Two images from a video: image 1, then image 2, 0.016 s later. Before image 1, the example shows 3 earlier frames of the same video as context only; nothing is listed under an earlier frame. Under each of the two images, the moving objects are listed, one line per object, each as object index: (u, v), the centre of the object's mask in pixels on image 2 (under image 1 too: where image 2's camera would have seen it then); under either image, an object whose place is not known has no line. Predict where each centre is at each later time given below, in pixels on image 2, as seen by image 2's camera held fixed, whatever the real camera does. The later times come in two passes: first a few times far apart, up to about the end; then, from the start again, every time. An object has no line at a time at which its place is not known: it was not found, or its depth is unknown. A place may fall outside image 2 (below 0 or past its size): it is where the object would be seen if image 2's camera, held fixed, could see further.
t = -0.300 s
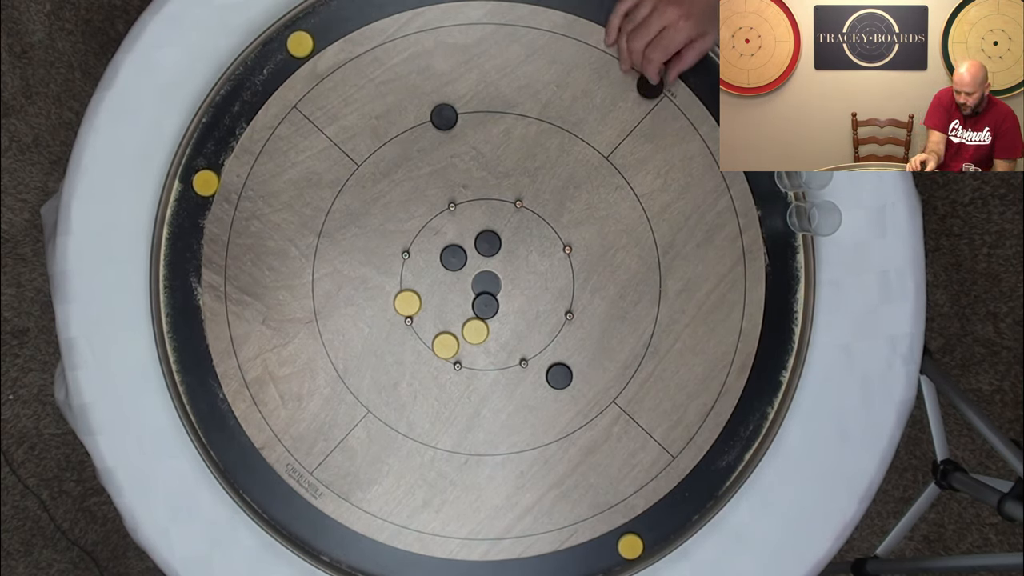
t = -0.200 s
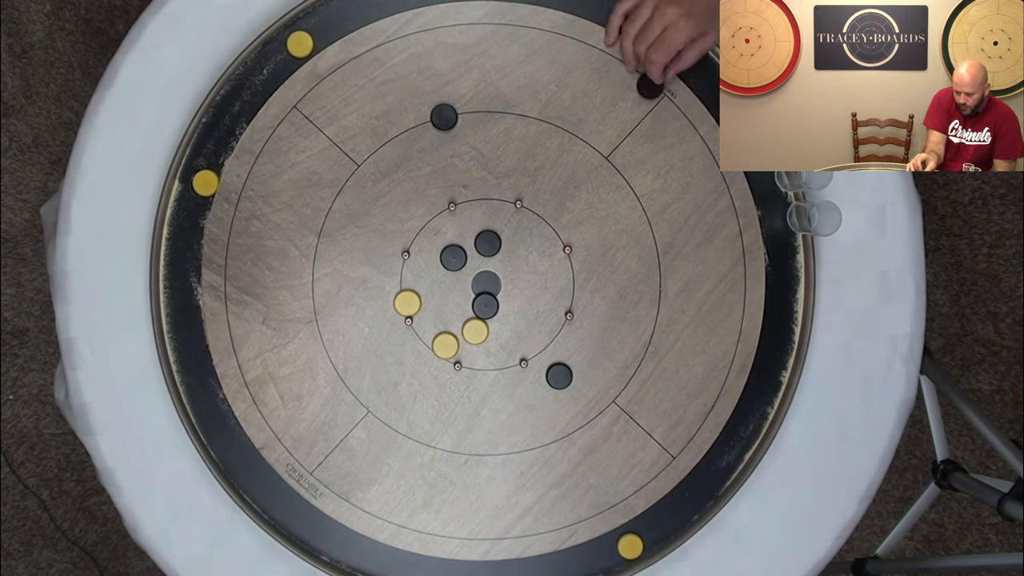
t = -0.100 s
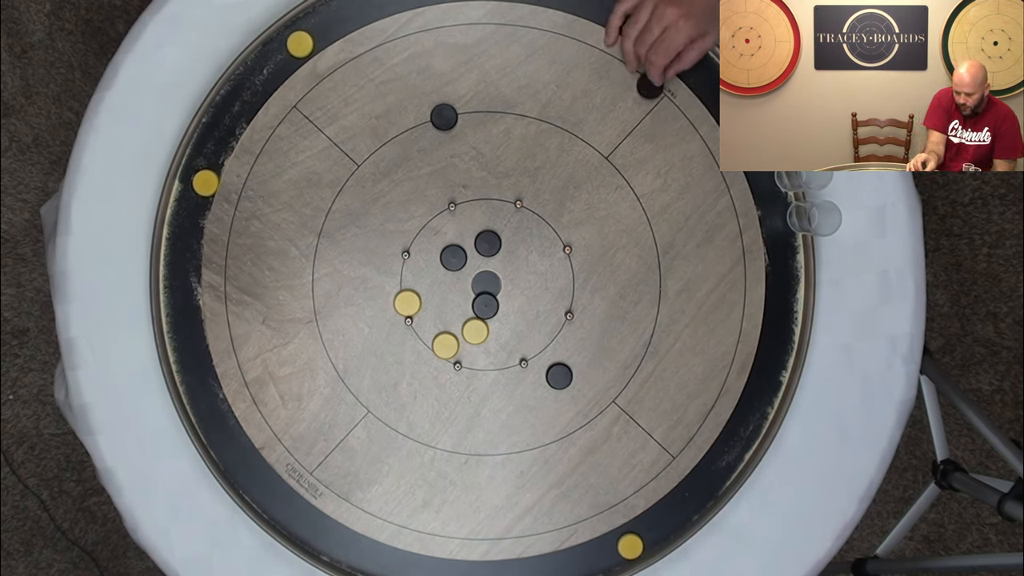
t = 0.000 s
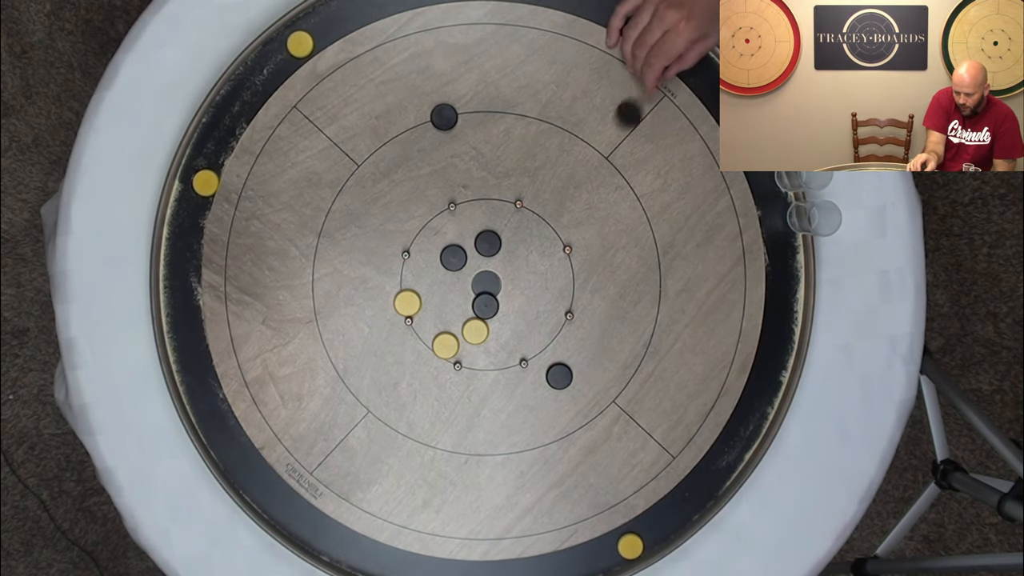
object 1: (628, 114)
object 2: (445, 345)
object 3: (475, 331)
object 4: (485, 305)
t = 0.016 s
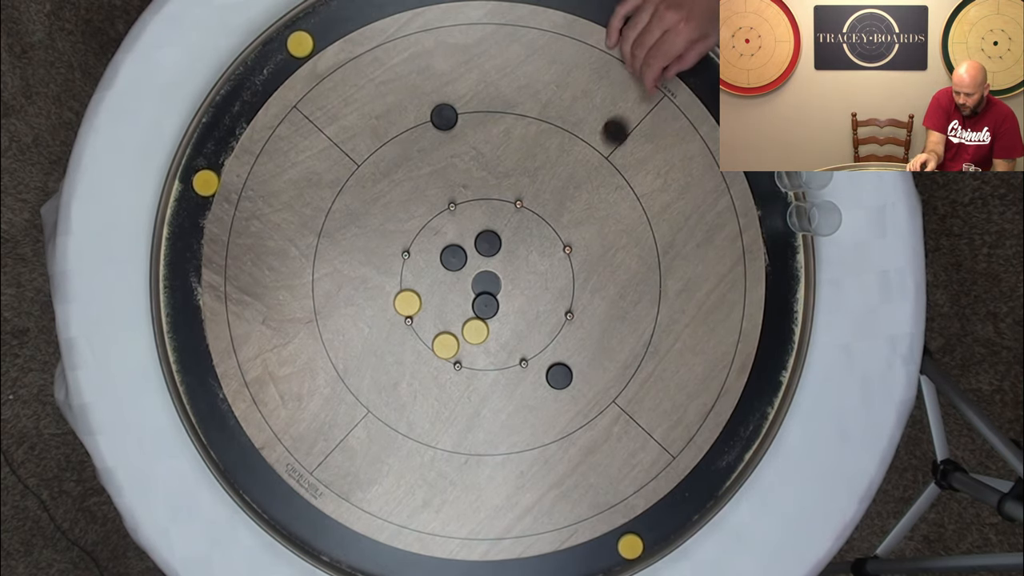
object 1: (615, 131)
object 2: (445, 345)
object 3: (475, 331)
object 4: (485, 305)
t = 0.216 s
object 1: (487, 284)
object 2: (424, 352)
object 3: (477, 367)
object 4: (478, 310)
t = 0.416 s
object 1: (486, 285)
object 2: (347, 378)
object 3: (496, 472)
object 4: (470, 315)
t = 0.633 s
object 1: (486, 285)
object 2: (301, 390)
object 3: (505, 533)
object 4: (470, 315)
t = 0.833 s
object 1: (486, 285)
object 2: (293, 391)
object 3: (506, 543)
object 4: (470, 315)
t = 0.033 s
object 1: (602, 148)
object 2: (445, 345)
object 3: (475, 331)
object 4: (485, 305)
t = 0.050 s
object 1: (588, 167)
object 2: (445, 345)
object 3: (475, 331)
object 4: (485, 305)
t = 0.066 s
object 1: (575, 184)
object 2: (445, 345)
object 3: (475, 331)
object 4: (485, 305)
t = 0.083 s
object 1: (562, 200)
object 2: (445, 345)
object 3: (475, 331)
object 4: (485, 305)
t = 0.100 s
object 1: (549, 217)
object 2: (445, 345)
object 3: (475, 331)
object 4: (485, 305)
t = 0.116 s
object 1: (535, 235)
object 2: (445, 345)
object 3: (475, 331)
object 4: (485, 305)
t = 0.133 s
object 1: (523, 250)
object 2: (445, 345)
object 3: (475, 331)
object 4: (485, 305)
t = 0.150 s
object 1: (511, 266)
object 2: (445, 345)
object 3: (475, 331)
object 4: (485, 305)
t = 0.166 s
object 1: (498, 281)
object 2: (445, 345)
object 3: (475, 332)
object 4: (485, 305)
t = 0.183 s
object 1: (494, 282)
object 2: (441, 346)
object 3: (473, 344)
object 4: (483, 307)
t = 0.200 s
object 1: (490, 283)
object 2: (432, 350)
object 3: (475, 356)
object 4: (480, 309)
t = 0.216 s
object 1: (487, 284)
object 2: (424, 352)
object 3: (477, 367)
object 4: (478, 310)
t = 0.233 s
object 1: (486, 285)
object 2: (417, 355)
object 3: (479, 377)
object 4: (476, 311)
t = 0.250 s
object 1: (486, 285)
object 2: (409, 358)
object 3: (481, 388)
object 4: (475, 312)
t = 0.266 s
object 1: (486, 285)
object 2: (402, 360)
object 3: (483, 397)
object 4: (474, 313)
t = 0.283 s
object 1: (486, 285)
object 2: (395, 362)
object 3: (485, 407)
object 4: (473, 314)
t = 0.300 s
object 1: (486, 285)
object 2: (388, 365)
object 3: (486, 416)
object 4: (472, 314)
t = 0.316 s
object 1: (486, 285)
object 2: (381, 367)
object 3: (488, 425)
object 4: (471, 314)
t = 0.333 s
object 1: (486, 285)
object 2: (375, 369)
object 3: (489, 434)
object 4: (471, 315)
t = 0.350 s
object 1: (486, 285)
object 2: (369, 371)
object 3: (491, 441)
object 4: (470, 315)
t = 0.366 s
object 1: (486, 285)
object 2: (364, 373)
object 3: (492, 449)
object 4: (470, 315)
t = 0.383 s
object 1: (486, 285)
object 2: (358, 375)
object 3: (493, 457)
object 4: (470, 315)
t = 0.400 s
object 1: (486, 285)
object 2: (353, 376)
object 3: (495, 465)
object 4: (470, 315)
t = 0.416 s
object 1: (486, 285)
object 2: (347, 378)
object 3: (496, 472)
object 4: (470, 315)
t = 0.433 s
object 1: (486, 285)
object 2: (343, 379)
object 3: (497, 478)
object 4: (470, 315)
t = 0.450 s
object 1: (486, 285)
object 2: (338, 381)
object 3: (498, 484)
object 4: (470, 315)
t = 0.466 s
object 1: (486, 285)
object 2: (333, 382)
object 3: (499, 490)
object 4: (470, 315)
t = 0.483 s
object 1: (486, 285)
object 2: (329, 383)
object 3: (500, 496)
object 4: (470, 315)
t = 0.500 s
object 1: (486, 285)
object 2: (325, 384)
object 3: (501, 501)
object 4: (470, 315)
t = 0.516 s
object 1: (486, 285)
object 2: (322, 385)
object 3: (501, 506)
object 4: (470, 315)
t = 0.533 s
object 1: (486, 285)
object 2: (318, 386)
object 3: (502, 511)
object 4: (470, 315)
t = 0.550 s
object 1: (486, 285)
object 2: (315, 387)
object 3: (503, 515)
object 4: (470, 315)
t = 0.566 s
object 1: (486, 285)
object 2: (312, 387)
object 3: (503, 519)
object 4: (470, 315)
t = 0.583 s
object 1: (486, 285)
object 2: (309, 388)
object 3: (504, 523)
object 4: (470, 315)
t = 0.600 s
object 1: (486, 285)
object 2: (306, 389)
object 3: (504, 527)
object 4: (470, 315)
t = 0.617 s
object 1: (486, 285)
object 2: (304, 389)
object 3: (505, 530)
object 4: (470, 315)
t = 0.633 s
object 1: (486, 285)
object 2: (301, 390)
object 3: (505, 533)
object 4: (470, 315)
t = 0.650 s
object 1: (486, 285)
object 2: (300, 390)
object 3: (505, 535)
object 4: (470, 315)
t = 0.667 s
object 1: (486, 285)
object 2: (298, 390)
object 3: (505, 538)
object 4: (470, 315)
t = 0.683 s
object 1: (486, 285)
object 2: (296, 391)
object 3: (506, 539)
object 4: (470, 315)
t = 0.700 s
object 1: (486, 285)
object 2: (295, 391)
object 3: (506, 541)
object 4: (470, 315)
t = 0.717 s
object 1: (486, 285)
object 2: (294, 391)
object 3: (506, 542)
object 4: (470, 315)
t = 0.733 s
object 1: (486, 285)
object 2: (294, 391)
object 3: (506, 543)
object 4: (470, 315)
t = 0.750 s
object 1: (486, 285)
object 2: (293, 391)
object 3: (506, 543)
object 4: (470, 315)
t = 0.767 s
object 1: (486, 285)
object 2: (293, 391)
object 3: (506, 543)
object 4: (470, 315)
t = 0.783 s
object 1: (486, 285)
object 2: (293, 391)
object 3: (506, 543)
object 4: (470, 315)
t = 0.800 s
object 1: (486, 285)
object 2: (293, 391)
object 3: (506, 543)
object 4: (470, 315)
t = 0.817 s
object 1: (486, 285)
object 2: (293, 391)
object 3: (506, 543)
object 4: (470, 315)
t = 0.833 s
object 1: (486, 285)
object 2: (293, 391)
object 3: (506, 543)
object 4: (470, 315)
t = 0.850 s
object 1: (486, 285)
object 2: (293, 391)
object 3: (506, 543)
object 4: (470, 315)
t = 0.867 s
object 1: (486, 285)
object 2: (293, 391)
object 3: (506, 543)
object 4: (470, 315)
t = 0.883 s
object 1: (486, 285)
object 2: (293, 391)
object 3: (506, 543)
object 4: (470, 315)
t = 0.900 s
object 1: (486, 285)
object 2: (293, 391)
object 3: (506, 543)
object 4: (470, 315)
